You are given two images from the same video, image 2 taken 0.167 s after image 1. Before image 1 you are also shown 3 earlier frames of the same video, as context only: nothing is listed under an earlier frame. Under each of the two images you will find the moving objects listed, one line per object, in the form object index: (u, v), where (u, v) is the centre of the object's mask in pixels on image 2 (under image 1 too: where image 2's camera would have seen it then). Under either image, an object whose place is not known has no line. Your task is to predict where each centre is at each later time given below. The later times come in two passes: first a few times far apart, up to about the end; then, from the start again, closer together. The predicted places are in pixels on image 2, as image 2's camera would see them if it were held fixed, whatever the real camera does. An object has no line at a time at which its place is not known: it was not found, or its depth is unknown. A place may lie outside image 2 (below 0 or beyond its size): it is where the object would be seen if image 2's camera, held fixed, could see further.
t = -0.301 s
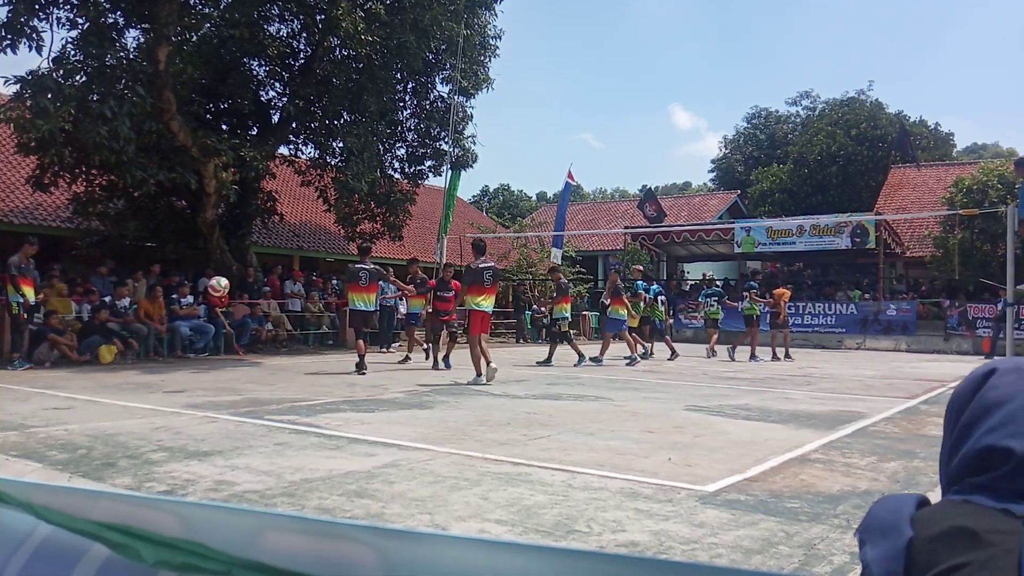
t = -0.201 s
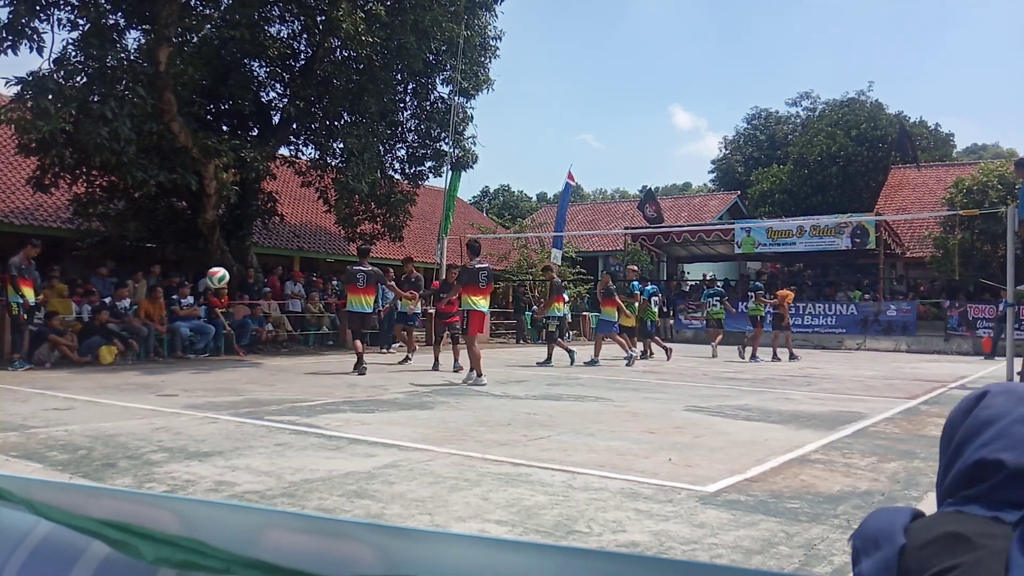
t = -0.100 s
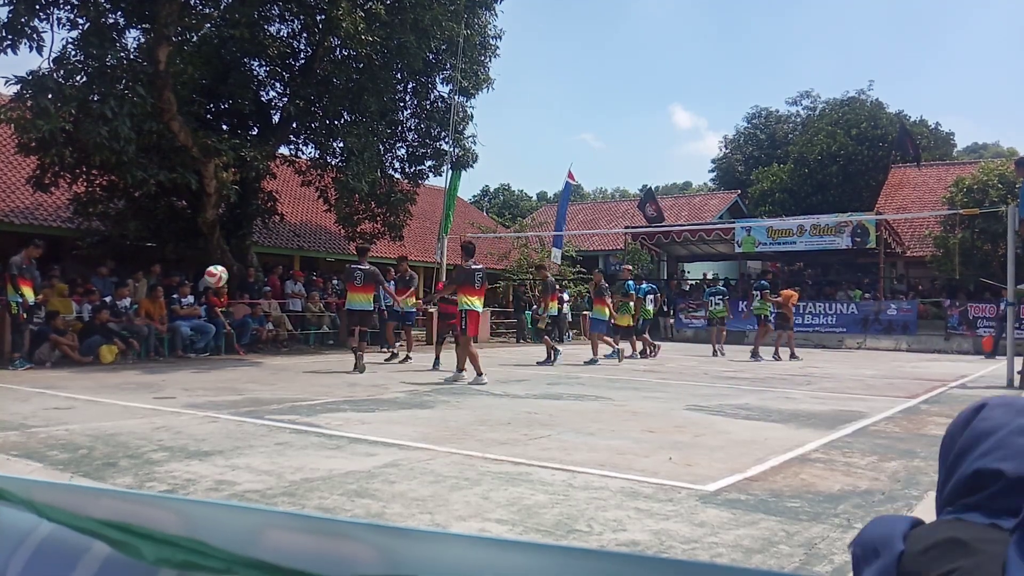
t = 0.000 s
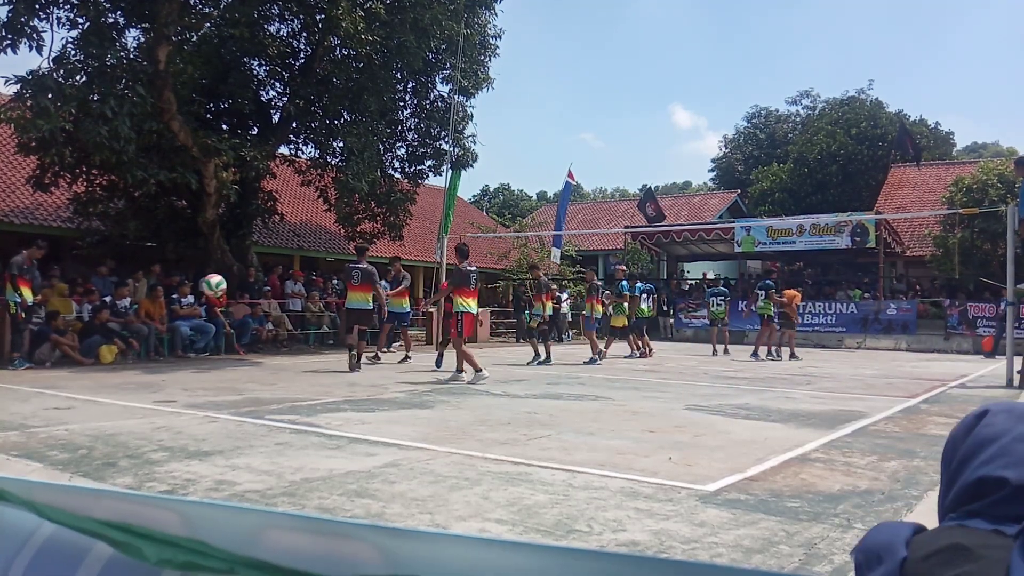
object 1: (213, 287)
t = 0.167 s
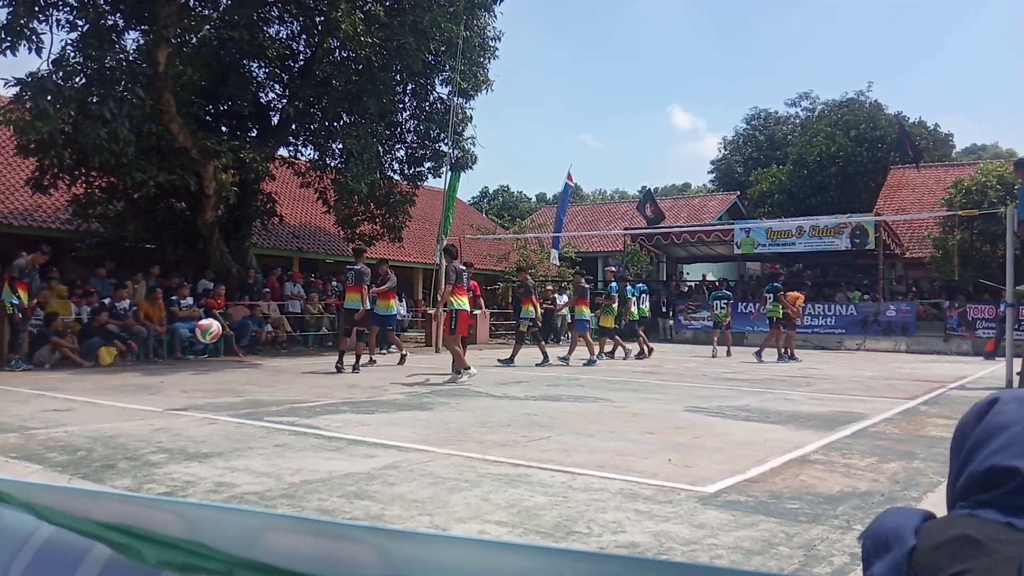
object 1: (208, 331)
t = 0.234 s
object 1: (206, 359)
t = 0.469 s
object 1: (201, 346)
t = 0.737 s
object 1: (198, 295)
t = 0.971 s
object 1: (189, 334)
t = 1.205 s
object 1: (182, 436)
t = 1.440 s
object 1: (174, 340)
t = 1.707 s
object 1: (163, 354)
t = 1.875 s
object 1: (149, 473)
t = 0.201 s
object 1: (207, 344)
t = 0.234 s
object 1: (206, 359)
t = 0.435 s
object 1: (202, 357)
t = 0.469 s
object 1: (201, 346)
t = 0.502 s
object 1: (201, 335)
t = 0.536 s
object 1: (201, 326)
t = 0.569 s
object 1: (201, 317)
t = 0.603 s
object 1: (200, 310)
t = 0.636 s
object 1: (200, 304)
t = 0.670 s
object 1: (199, 300)
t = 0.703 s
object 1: (199, 297)
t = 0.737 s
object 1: (198, 295)
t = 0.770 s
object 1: (197, 295)
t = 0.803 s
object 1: (196, 296)
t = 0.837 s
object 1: (195, 301)
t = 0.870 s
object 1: (194, 306)
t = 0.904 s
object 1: (193, 313)
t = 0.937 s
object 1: (191, 322)
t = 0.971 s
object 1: (189, 334)
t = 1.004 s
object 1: (188, 348)
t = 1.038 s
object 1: (187, 363)
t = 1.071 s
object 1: (185, 382)
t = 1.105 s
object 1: (182, 404)
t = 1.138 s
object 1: (182, 428)
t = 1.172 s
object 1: (181, 456)
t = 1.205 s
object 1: (182, 436)
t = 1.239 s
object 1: (177, 417)
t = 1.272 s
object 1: (179, 401)
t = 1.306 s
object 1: (179, 384)
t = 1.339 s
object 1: (176, 370)
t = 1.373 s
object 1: (177, 358)
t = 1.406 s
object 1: (175, 348)
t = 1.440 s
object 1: (174, 340)
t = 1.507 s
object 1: (173, 329)
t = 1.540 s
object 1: (172, 326)
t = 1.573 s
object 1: (171, 326)
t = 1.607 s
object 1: (169, 329)
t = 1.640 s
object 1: (167, 334)
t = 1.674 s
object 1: (165, 343)
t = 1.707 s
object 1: (163, 354)
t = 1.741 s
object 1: (161, 370)
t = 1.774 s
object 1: (158, 389)
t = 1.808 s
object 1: (156, 413)
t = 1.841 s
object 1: (151, 444)
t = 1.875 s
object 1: (149, 473)
